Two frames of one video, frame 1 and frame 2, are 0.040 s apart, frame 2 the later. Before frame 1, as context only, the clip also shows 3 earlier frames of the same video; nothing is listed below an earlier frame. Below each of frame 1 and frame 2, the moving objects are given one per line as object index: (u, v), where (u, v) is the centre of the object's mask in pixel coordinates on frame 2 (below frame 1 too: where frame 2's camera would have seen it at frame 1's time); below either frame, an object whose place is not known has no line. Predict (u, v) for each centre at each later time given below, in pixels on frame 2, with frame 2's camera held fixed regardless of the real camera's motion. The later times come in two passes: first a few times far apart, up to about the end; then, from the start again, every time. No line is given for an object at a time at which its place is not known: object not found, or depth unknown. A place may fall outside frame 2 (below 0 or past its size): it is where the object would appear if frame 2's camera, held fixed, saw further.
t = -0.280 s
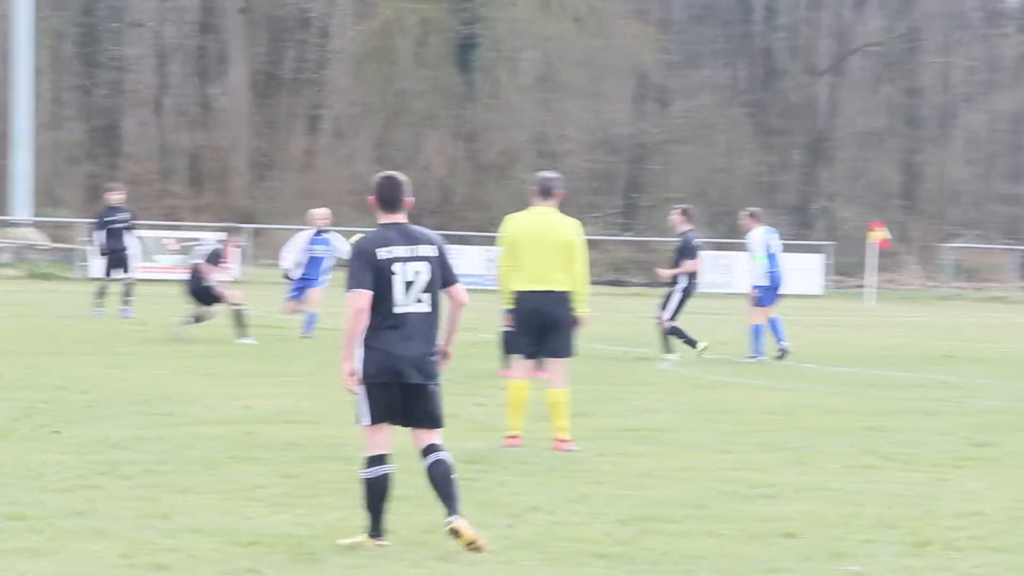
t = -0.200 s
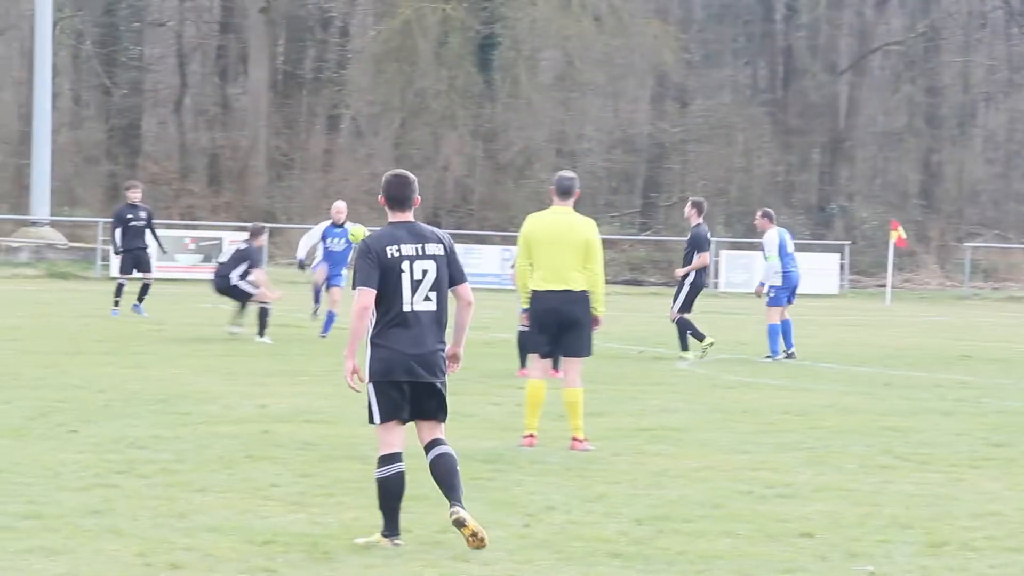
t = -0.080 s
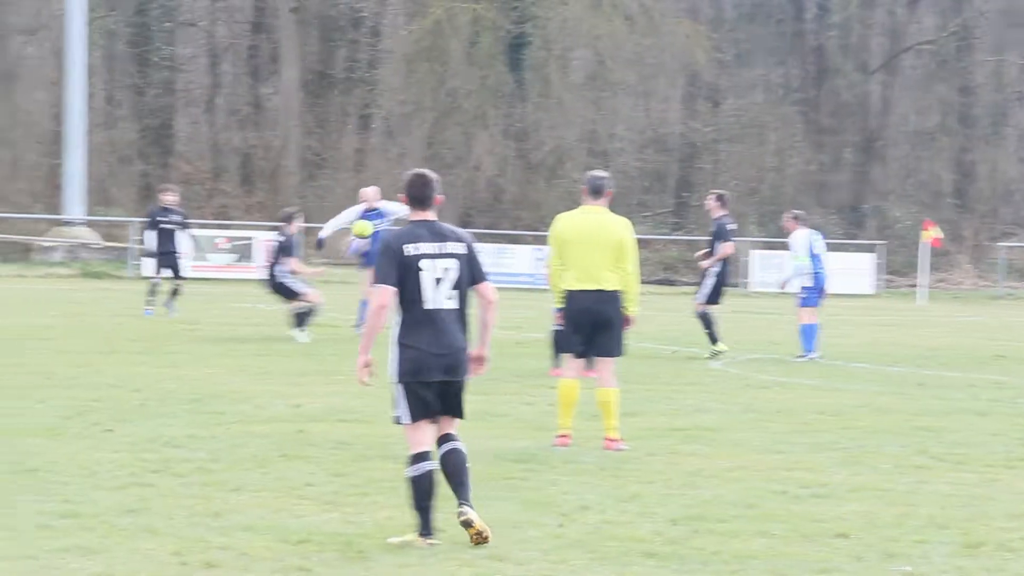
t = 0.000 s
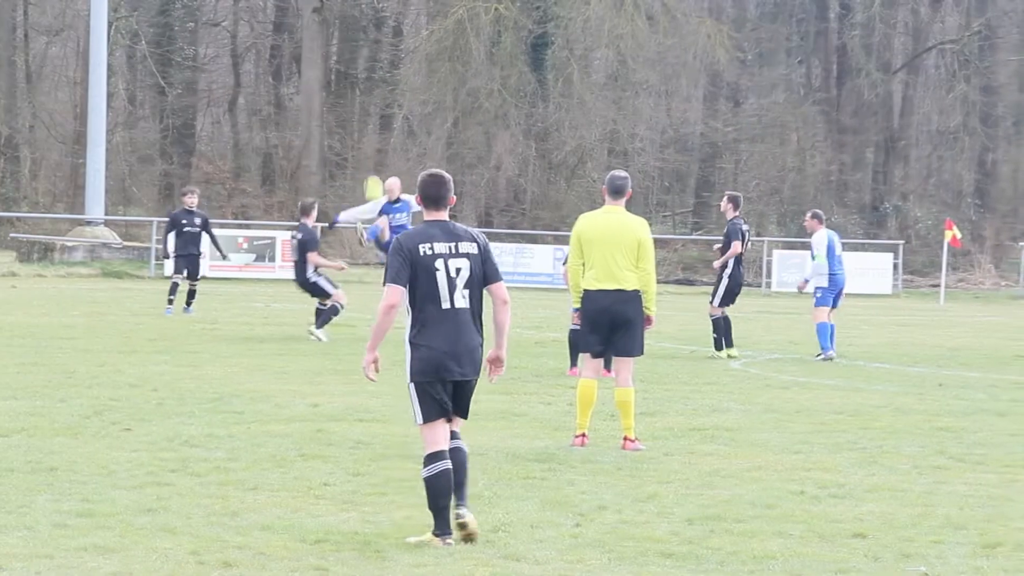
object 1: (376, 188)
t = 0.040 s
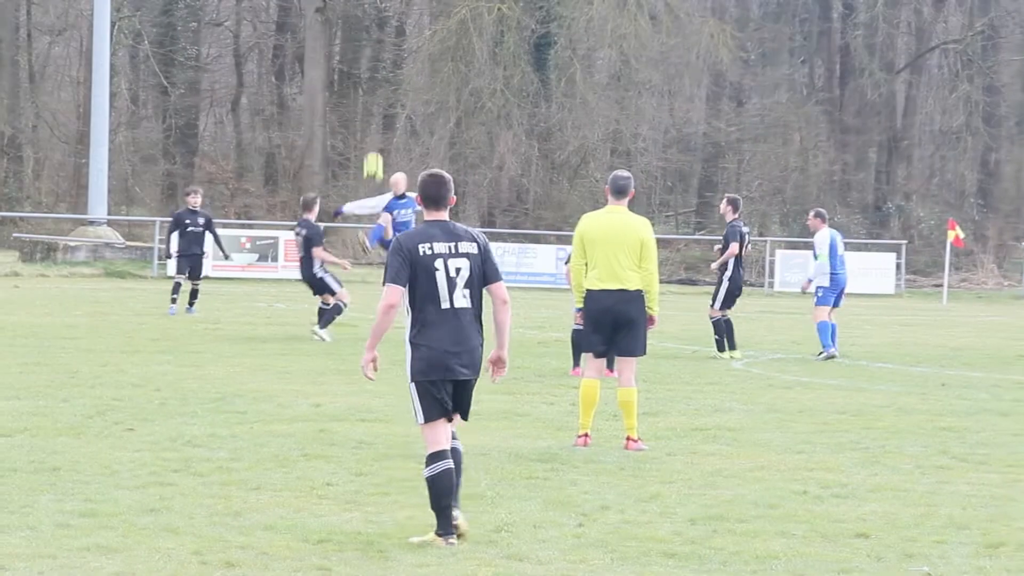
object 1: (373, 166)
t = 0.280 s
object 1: (358, 49)
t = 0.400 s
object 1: (350, 11)
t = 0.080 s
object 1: (371, 146)
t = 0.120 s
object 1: (369, 124)
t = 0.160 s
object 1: (367, 102)
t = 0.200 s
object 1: (364, 83)
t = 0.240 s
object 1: (362, 66)
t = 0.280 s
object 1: (358, 49)
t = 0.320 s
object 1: (355, 36)
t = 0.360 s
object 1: (352, 22)
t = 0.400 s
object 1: (350, 11)
